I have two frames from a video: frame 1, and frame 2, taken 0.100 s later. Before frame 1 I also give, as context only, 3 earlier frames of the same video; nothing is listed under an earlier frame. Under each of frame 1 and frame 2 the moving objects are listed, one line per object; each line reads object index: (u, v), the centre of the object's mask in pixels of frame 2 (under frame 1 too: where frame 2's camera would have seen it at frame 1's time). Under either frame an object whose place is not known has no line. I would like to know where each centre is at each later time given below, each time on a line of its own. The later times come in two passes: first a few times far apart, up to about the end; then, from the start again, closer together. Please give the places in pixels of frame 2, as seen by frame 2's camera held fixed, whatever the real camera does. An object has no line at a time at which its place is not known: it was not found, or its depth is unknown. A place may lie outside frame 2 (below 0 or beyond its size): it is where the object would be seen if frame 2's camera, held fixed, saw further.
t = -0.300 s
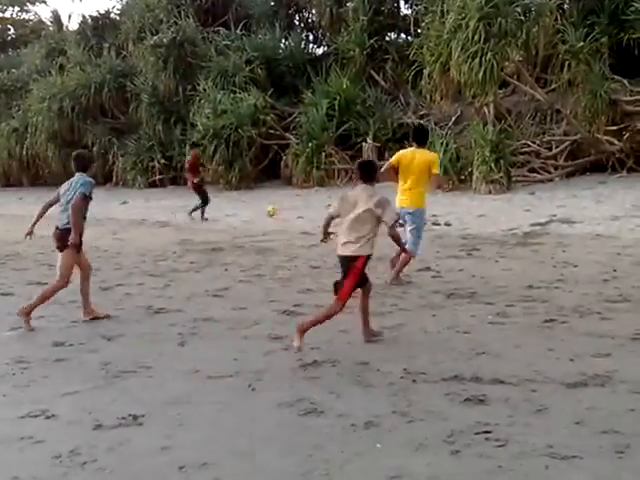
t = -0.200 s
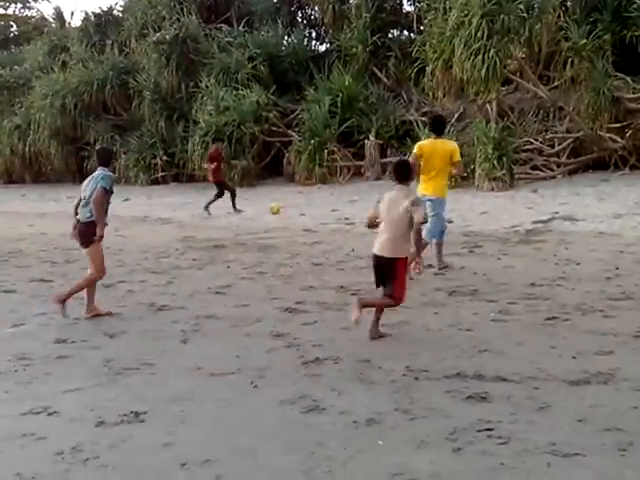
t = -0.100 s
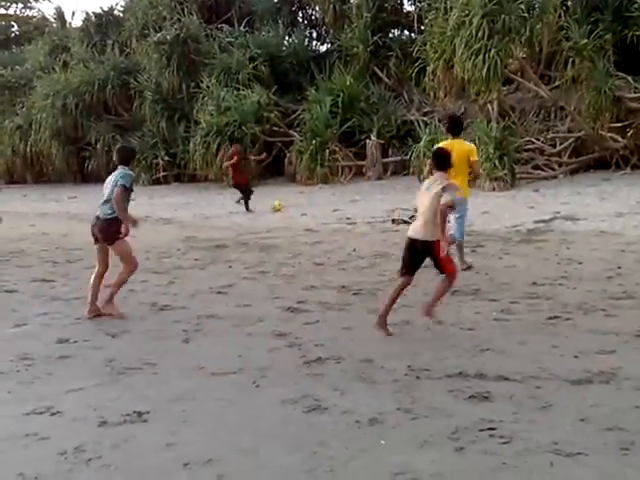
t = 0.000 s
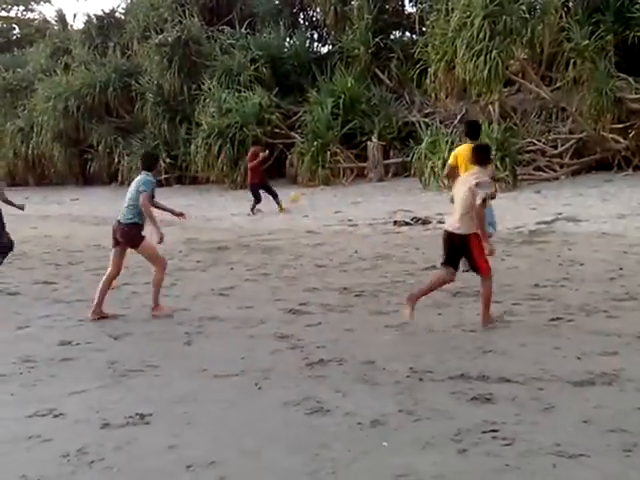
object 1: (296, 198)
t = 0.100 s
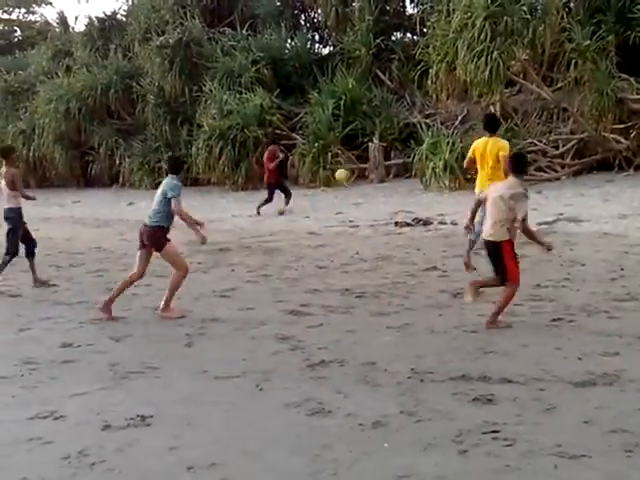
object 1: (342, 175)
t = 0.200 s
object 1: (391, 153)
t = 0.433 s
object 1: (527, 115)
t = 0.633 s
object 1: (663, 100)
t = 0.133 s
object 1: (358, 167)
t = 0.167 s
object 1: (375, 160)
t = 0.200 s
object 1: (391, 153)
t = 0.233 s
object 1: (409, 147)
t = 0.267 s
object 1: (428, 141)
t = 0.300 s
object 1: (447, 134)
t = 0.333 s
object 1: (466, 129)
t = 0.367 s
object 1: (485, 124)
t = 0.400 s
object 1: (505, 120)
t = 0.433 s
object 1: (527, 115)
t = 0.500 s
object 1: (573, 107)
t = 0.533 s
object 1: (593, 106)
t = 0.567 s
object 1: (616, 103)
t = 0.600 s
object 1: (638, 101)
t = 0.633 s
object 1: (663, 100)
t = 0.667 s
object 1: (688, 101)
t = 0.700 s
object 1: (713, 101)
